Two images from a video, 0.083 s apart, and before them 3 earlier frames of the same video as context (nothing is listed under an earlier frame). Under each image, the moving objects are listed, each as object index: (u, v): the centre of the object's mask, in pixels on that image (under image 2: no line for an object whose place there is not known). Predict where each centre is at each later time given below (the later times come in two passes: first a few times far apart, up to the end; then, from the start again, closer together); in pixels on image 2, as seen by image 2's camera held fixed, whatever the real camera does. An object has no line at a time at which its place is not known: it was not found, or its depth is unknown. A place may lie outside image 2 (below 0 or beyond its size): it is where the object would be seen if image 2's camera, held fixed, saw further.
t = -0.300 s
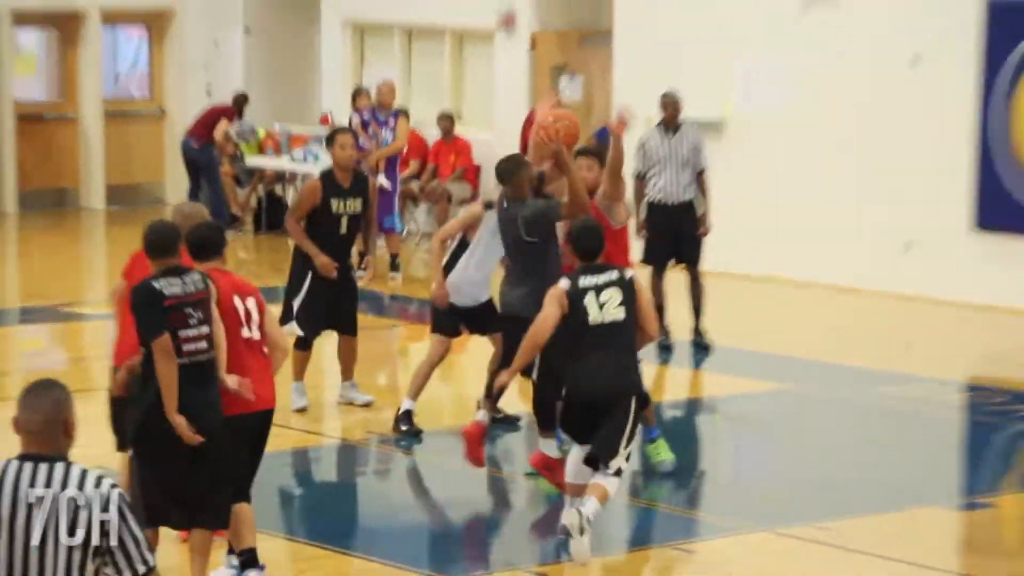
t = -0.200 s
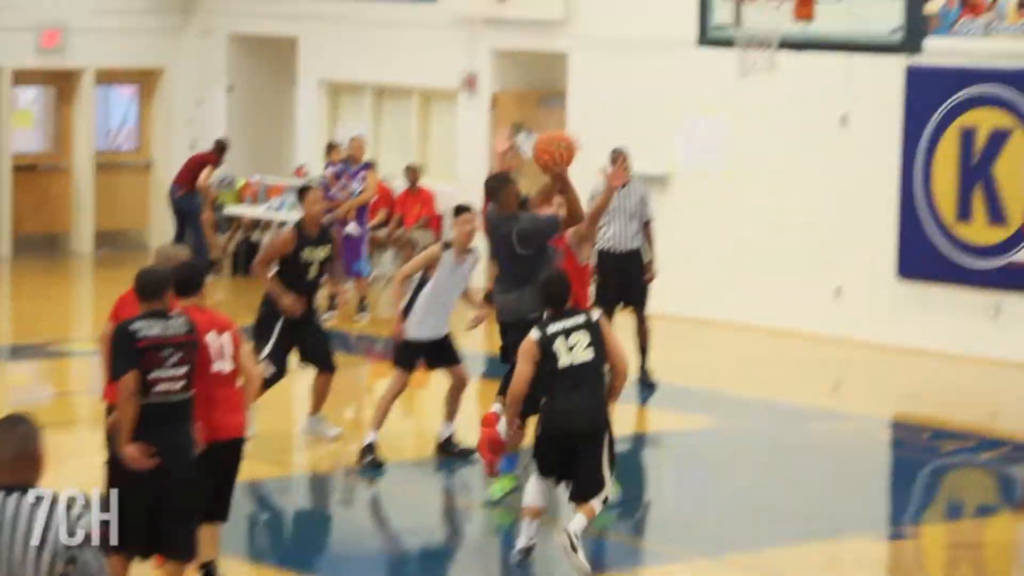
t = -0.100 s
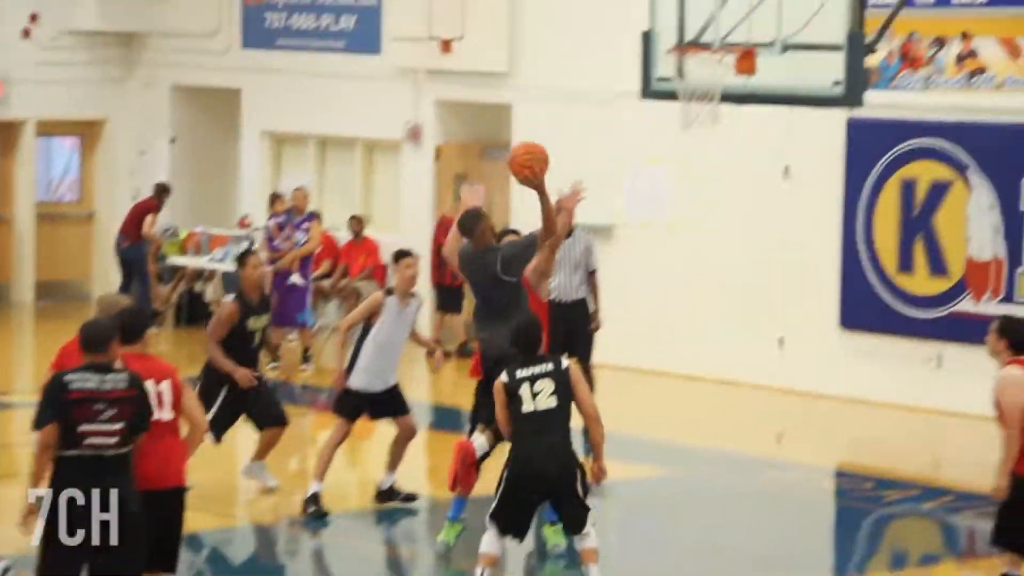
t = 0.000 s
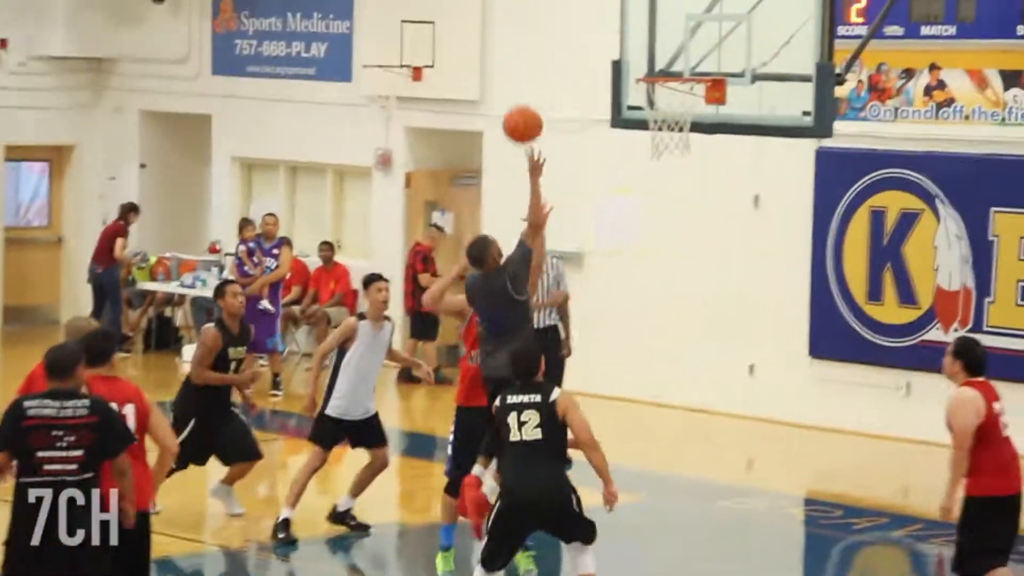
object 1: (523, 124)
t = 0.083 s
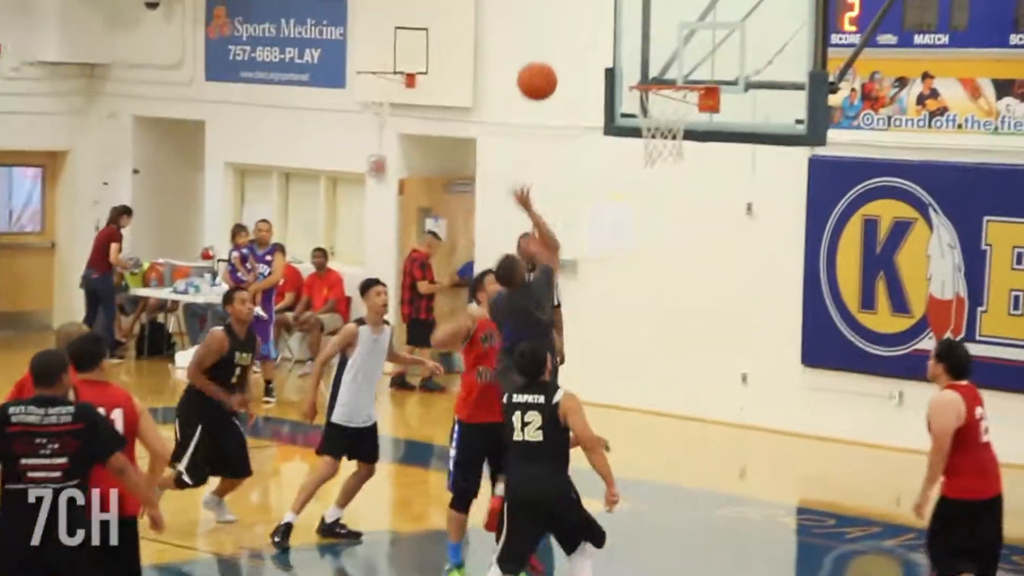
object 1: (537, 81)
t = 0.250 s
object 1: (575, 17)
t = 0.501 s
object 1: (629, 9)
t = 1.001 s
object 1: (648, 246)
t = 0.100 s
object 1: (541, 73)
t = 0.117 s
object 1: (545, 66)
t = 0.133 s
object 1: (549, 58)
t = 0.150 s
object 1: (553, 50)
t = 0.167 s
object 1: (557, 42)
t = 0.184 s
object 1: (560, 36)
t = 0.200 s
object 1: (564, 31)
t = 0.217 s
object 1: (568, 27)
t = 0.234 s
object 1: (571, 22)
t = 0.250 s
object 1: (575, 17)
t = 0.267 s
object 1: (579, 13)
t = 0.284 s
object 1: (582, 10)
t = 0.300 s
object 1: (586, 7)
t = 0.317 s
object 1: (591, 5)
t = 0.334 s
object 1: (594, 3)
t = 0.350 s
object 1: (598, 2)
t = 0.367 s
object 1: (601, 1)
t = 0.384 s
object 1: (604, 1)
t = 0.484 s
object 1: (624, 6)
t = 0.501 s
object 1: (629, 9)
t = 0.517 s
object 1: (633, 11)
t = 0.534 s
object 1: (636, 15)
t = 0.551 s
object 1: (639, 18)
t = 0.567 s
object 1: (642, 22)
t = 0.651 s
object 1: (658, 50)
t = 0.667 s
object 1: (661, 57)
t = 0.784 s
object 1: (670, 111)
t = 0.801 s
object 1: (668, 120)
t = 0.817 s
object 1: (667, 129)
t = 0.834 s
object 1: (666, 138)
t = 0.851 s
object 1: (663, 147)
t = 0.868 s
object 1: (662, 155)
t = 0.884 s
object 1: (660, 166)
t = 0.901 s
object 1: (657, 176)
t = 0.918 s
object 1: (656, 187)
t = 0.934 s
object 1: (654, 198)
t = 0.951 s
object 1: (653, 209)
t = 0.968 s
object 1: (652, 221)
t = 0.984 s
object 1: (650, 233)
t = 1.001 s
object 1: (648, 246)
